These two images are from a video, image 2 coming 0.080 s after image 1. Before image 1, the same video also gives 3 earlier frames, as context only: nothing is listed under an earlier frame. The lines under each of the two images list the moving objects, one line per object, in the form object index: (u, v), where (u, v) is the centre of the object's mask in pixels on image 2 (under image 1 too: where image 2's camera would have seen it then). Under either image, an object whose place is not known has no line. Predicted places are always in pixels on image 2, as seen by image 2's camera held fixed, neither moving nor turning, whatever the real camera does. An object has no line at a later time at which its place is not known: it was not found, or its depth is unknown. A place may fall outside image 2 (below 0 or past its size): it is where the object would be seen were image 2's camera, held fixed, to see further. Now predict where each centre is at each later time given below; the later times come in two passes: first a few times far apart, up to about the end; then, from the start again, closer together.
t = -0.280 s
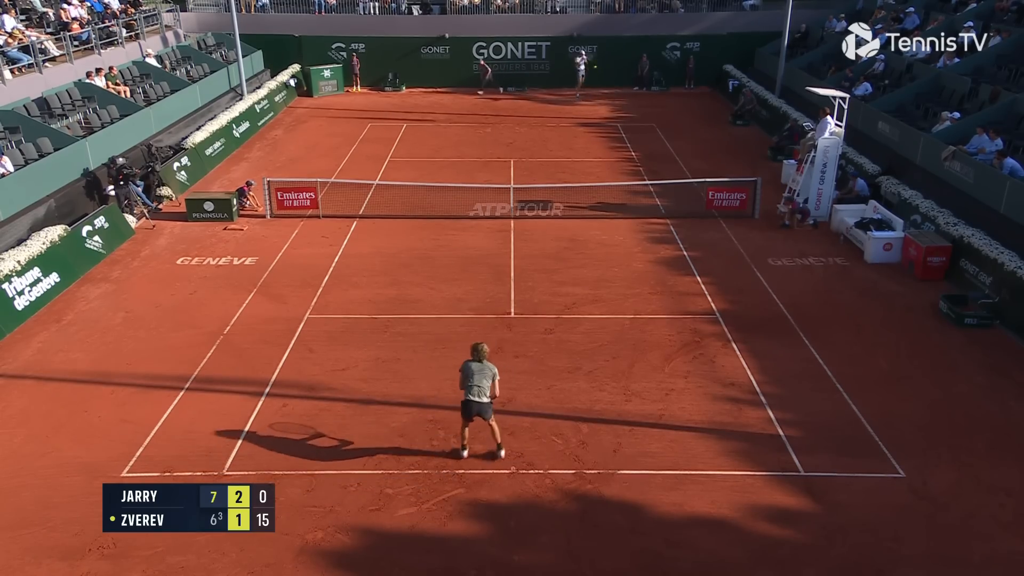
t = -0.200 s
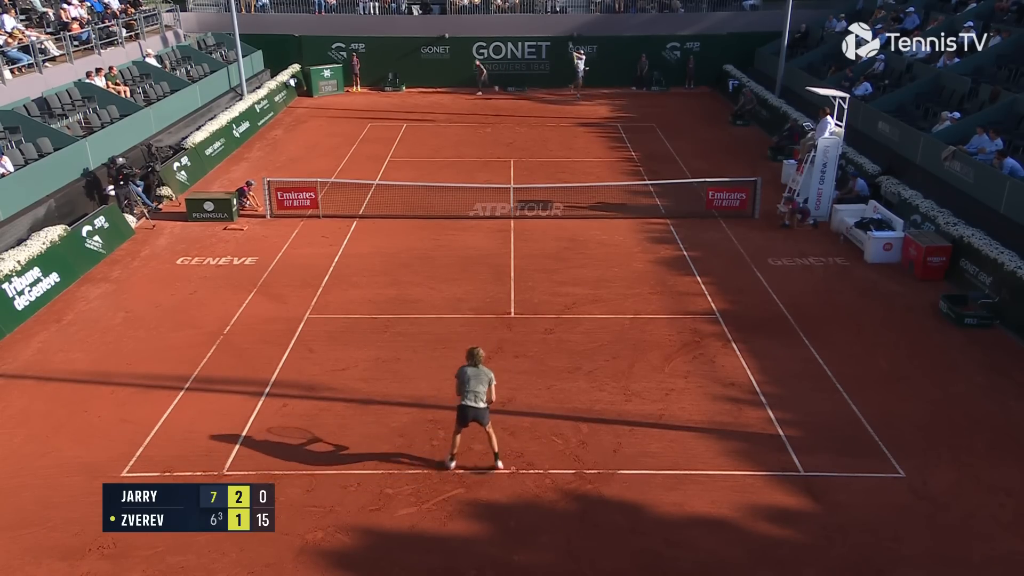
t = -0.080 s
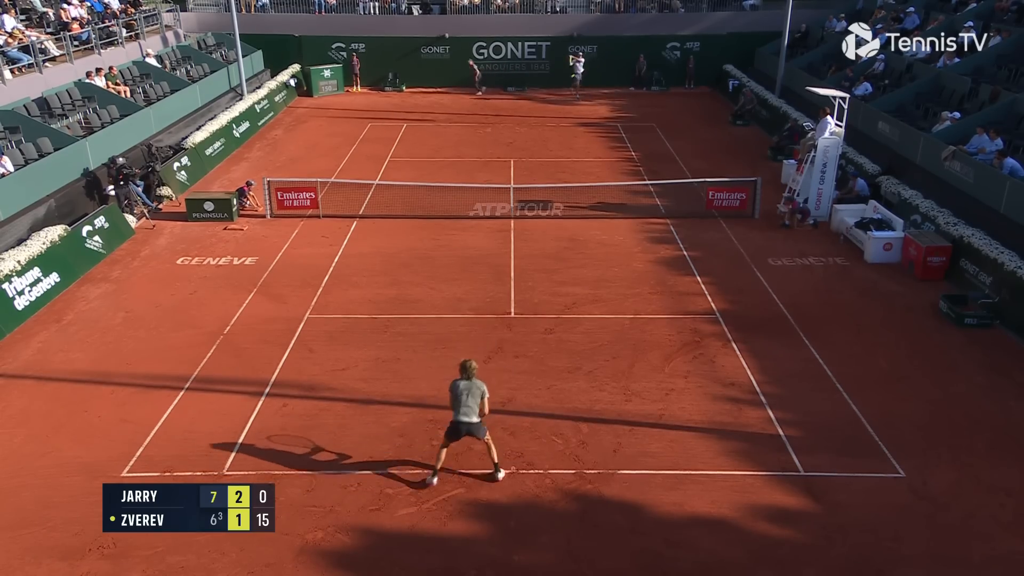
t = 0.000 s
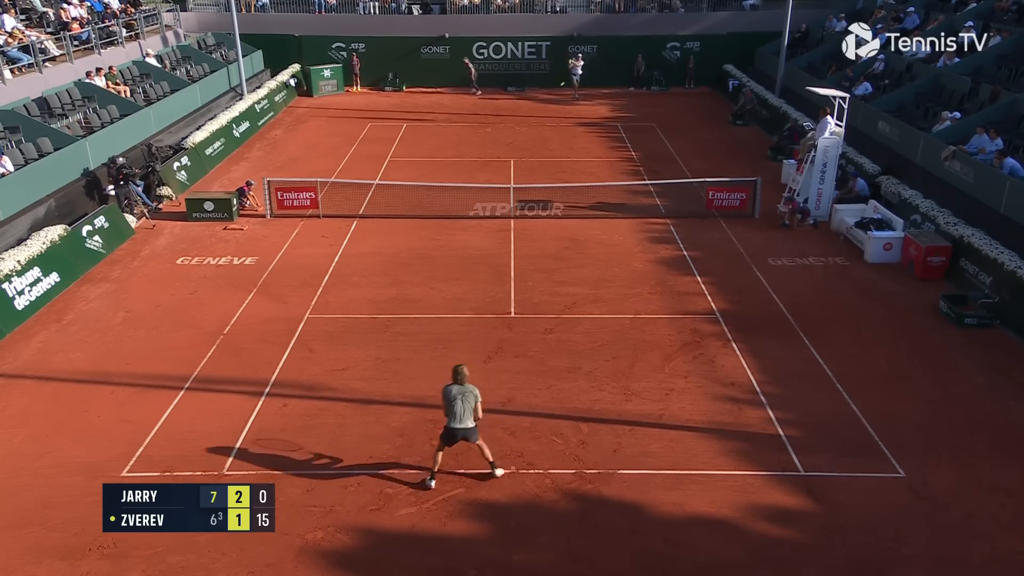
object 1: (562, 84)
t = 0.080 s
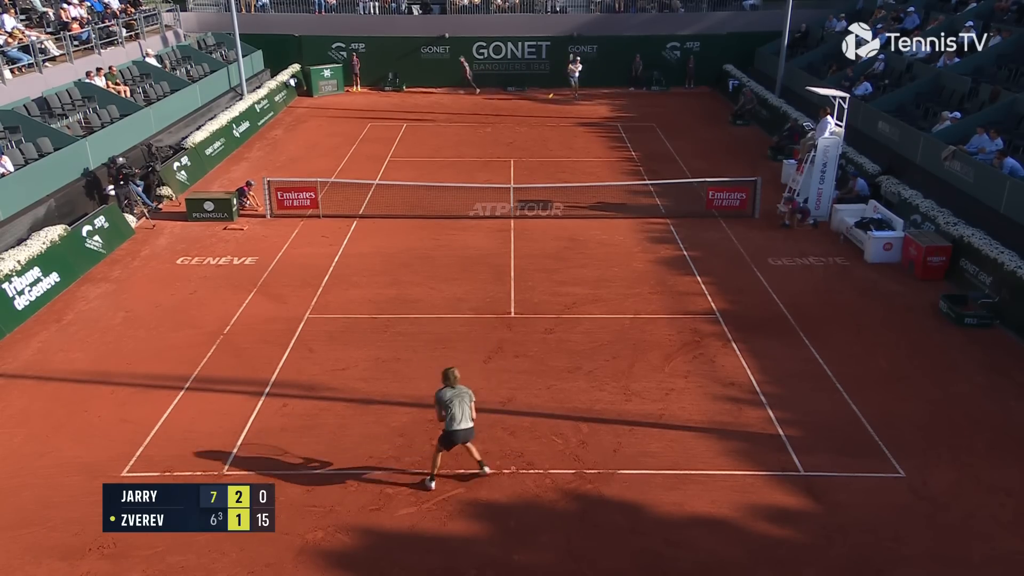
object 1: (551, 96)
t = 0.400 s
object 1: (492, 188)
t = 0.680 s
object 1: (414, 362)
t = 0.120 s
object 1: (544, 103)
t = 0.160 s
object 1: (538, 111)
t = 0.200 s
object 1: (531, 121)
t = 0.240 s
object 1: (524, 131)
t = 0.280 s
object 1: (517, 143)
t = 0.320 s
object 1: (509, 156)
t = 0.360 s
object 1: (500, 171)
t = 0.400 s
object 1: (492, 188)
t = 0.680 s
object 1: (414, 362)
